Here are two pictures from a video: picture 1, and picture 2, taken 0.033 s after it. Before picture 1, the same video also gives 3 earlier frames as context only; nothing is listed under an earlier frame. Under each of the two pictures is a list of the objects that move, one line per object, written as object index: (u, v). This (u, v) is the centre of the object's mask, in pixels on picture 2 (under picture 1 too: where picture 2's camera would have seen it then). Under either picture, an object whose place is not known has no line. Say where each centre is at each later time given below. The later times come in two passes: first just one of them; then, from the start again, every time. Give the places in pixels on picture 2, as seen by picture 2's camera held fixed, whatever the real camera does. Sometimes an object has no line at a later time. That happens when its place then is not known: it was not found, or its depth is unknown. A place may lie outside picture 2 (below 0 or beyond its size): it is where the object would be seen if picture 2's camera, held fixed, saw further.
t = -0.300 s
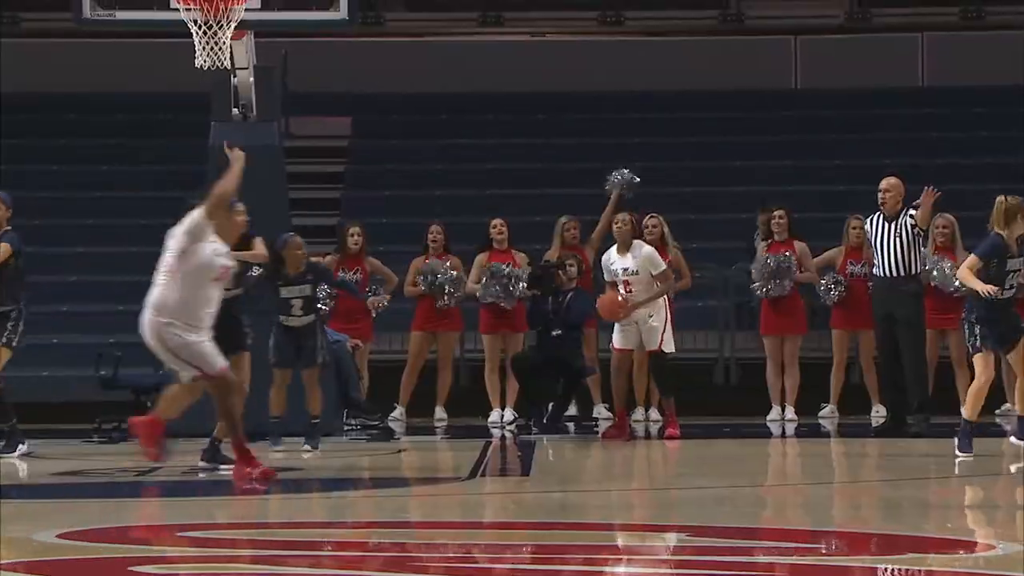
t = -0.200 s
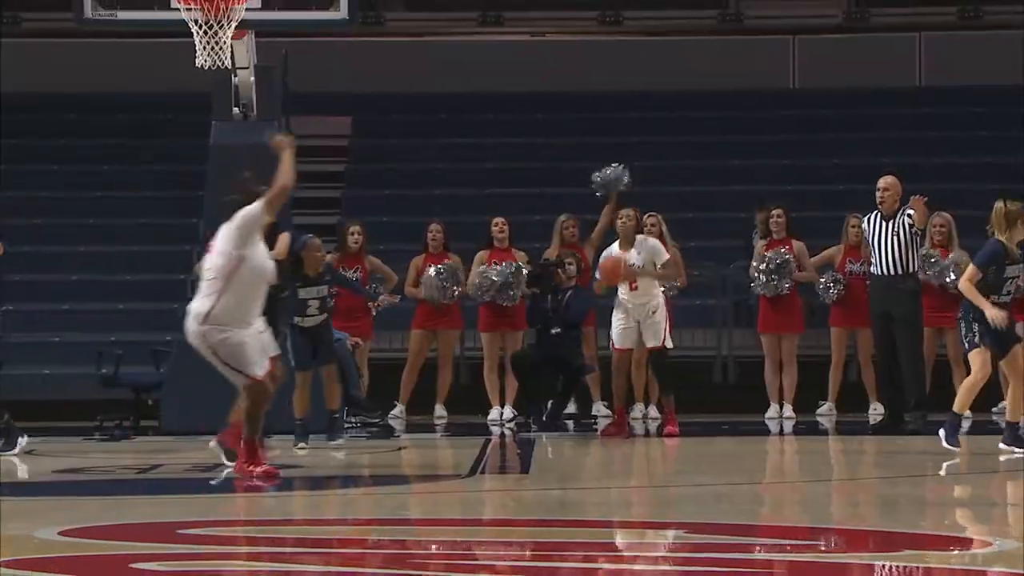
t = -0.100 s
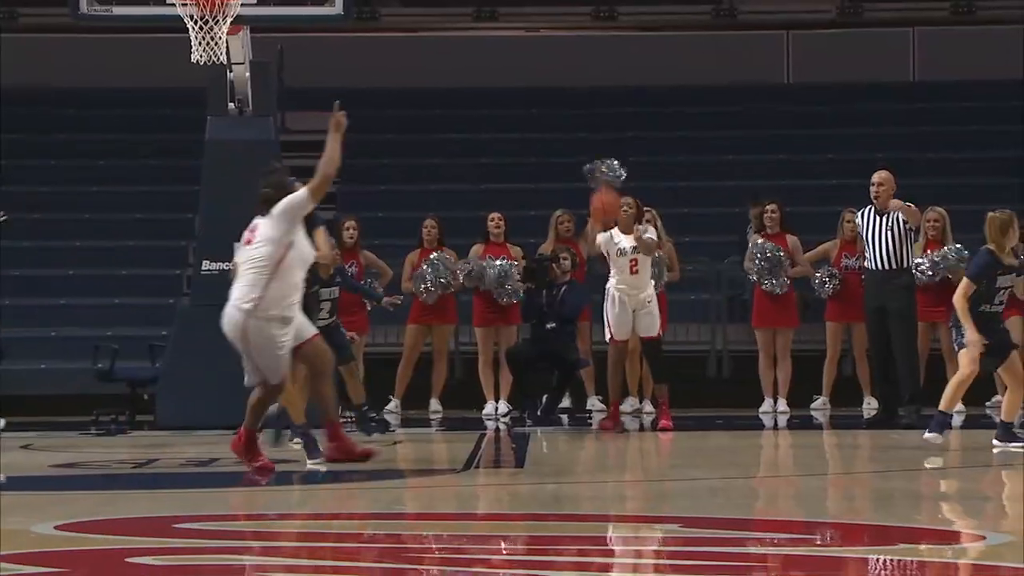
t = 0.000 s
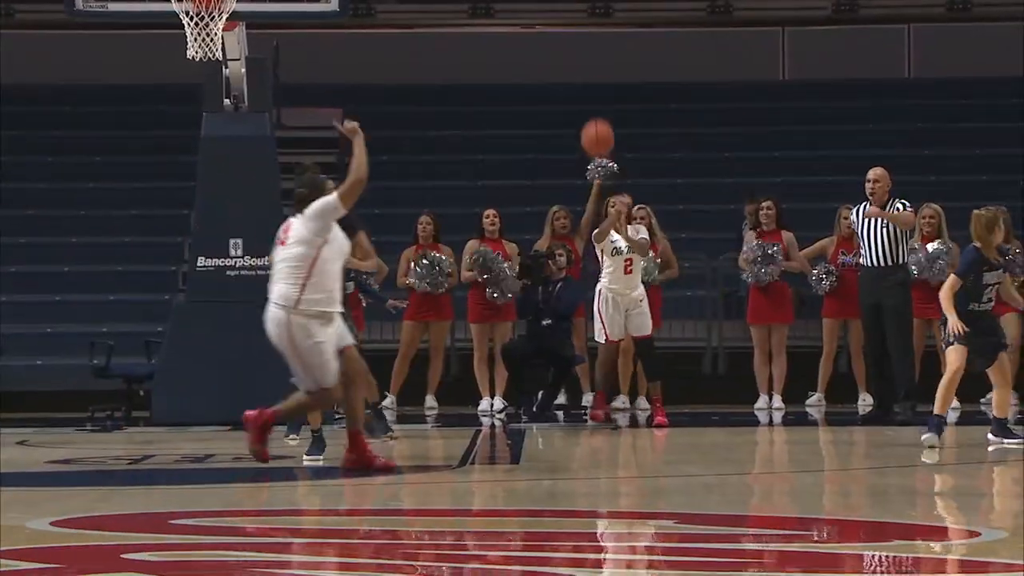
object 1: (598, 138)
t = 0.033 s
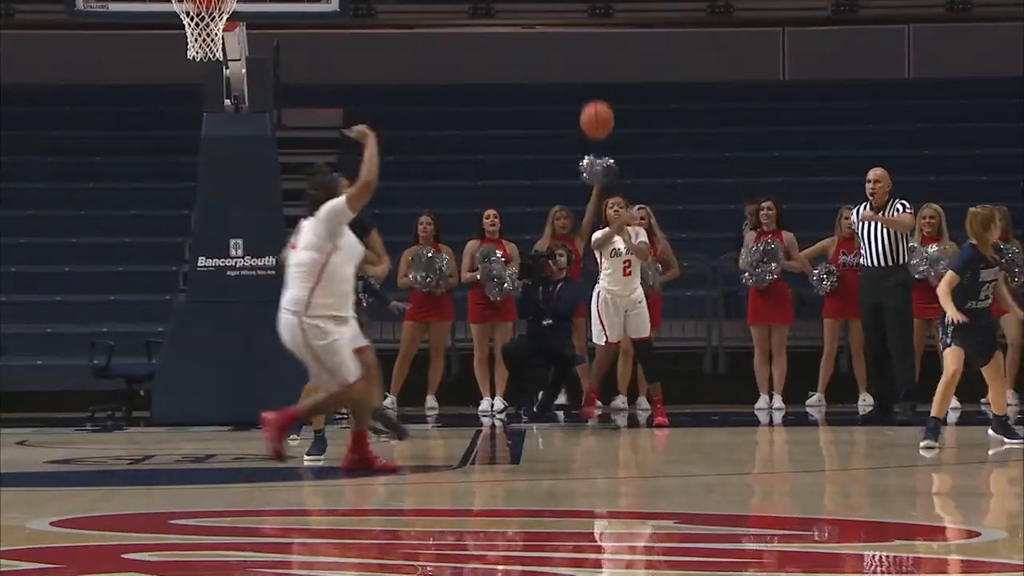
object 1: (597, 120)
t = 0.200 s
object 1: (591, 43)
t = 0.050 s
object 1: (596, 110)
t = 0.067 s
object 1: (595, 102)
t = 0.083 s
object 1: (595, 93)
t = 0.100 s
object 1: (595, 85)
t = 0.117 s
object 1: (594, 77)
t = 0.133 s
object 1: (594, 70)
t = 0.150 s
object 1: (593, 62)
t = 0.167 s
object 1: (592, 56)
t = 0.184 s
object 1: (592, 49)
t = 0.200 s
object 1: (591, 43)
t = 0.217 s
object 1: (590, 37)
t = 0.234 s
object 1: (590, 31)
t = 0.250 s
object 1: (589, 25)
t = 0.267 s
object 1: (588, 21)
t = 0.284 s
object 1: (588, 16)
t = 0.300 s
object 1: (588, 11)
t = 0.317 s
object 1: (587, 7)
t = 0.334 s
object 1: (587, 4)
